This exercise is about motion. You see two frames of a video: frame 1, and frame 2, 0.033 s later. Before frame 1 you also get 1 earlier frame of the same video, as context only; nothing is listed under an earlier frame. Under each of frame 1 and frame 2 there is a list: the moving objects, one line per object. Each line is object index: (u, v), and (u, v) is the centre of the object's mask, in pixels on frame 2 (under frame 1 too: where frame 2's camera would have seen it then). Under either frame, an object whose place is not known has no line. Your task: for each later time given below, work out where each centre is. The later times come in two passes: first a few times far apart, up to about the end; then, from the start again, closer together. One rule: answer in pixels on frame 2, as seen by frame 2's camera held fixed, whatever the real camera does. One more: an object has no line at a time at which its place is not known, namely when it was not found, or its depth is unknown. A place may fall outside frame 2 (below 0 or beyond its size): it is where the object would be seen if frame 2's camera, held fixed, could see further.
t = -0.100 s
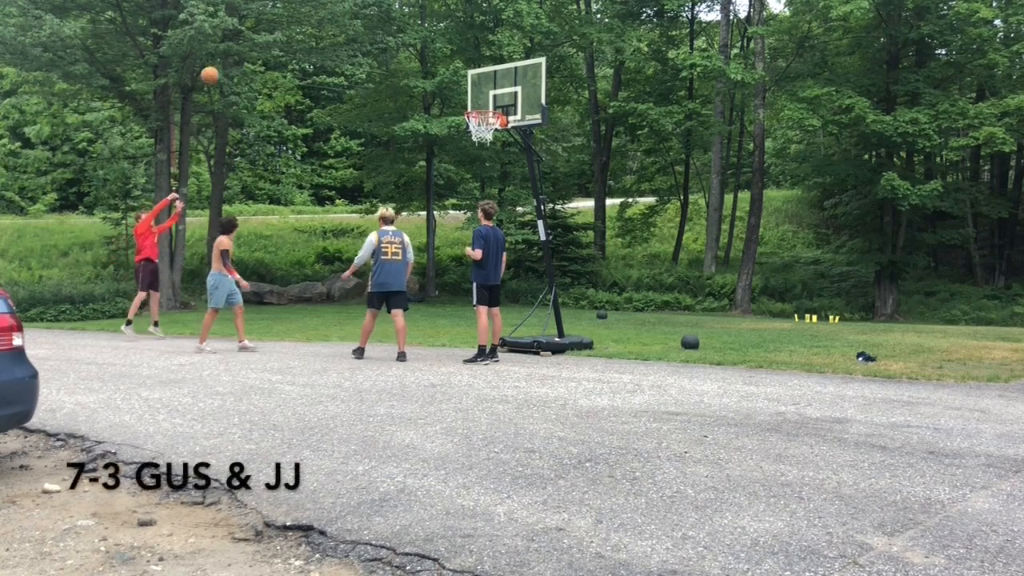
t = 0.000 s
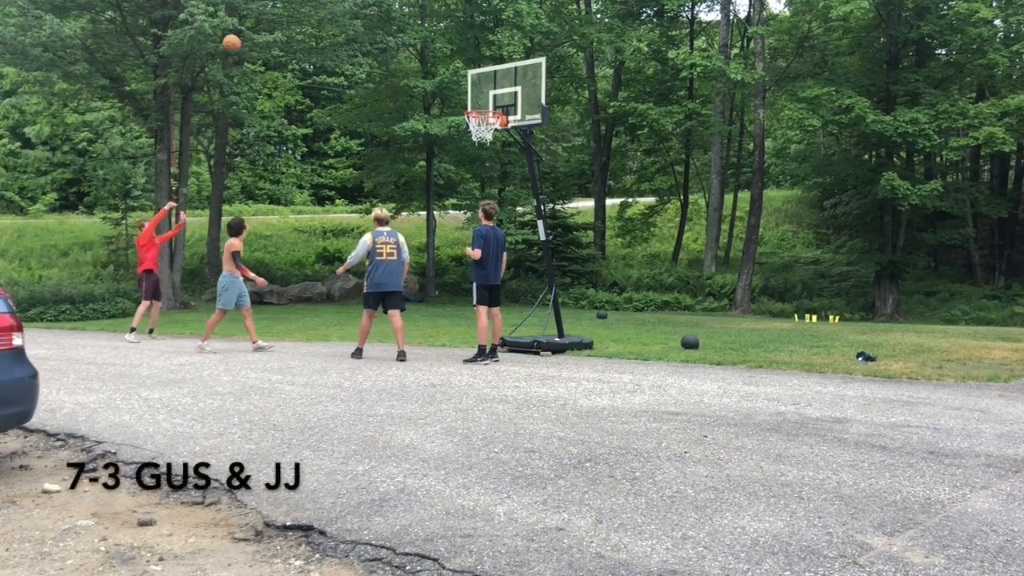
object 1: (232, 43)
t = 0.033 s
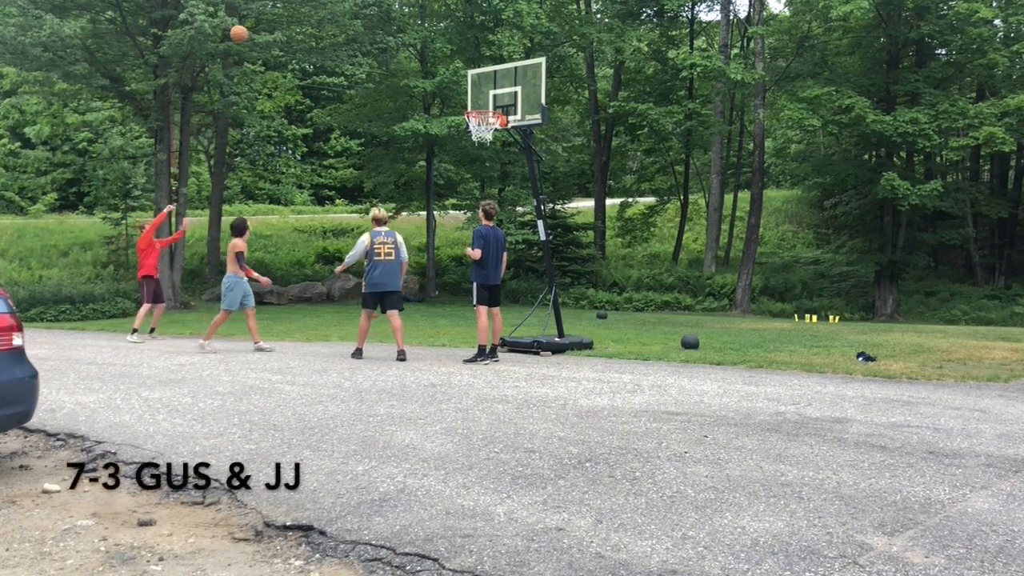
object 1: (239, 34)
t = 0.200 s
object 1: (277, 3)
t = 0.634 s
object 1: (380, 3)
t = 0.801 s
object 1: (422, 34)
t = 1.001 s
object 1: (471, 106)
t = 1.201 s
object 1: (485, 131)
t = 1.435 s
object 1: (477, 142)
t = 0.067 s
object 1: (246, 25)
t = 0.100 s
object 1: (253, 17)
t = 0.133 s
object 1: (261, 10)
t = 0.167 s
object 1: (269, 6)
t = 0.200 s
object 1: (277, 3)
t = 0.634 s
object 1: (380, 3)
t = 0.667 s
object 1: (389, 6)
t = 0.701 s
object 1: (397, 9)
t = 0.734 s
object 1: (405, 16)
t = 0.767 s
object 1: (413, 25)
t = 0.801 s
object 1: (422, 34)
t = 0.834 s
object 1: (430, 45)
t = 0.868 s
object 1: (438, 56)
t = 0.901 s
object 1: (446, 68)
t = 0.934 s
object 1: (454, 82)
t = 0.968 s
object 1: (463, 96)
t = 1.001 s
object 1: (471, 106)
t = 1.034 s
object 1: (479, 107)
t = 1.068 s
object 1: (488, 112)
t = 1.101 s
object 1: (489, 118)
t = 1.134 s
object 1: (489, 122)
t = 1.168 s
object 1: (488, 126)
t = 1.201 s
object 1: (485, 131)
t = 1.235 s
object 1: (486, 132)
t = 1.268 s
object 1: (484, 132)
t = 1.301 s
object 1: (483, 132)
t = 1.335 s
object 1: (482, 133)
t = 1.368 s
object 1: (481, 135)
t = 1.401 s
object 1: (478, 138)
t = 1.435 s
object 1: (477, 142)
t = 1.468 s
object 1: (475, 145)
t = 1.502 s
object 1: (473, 151)
